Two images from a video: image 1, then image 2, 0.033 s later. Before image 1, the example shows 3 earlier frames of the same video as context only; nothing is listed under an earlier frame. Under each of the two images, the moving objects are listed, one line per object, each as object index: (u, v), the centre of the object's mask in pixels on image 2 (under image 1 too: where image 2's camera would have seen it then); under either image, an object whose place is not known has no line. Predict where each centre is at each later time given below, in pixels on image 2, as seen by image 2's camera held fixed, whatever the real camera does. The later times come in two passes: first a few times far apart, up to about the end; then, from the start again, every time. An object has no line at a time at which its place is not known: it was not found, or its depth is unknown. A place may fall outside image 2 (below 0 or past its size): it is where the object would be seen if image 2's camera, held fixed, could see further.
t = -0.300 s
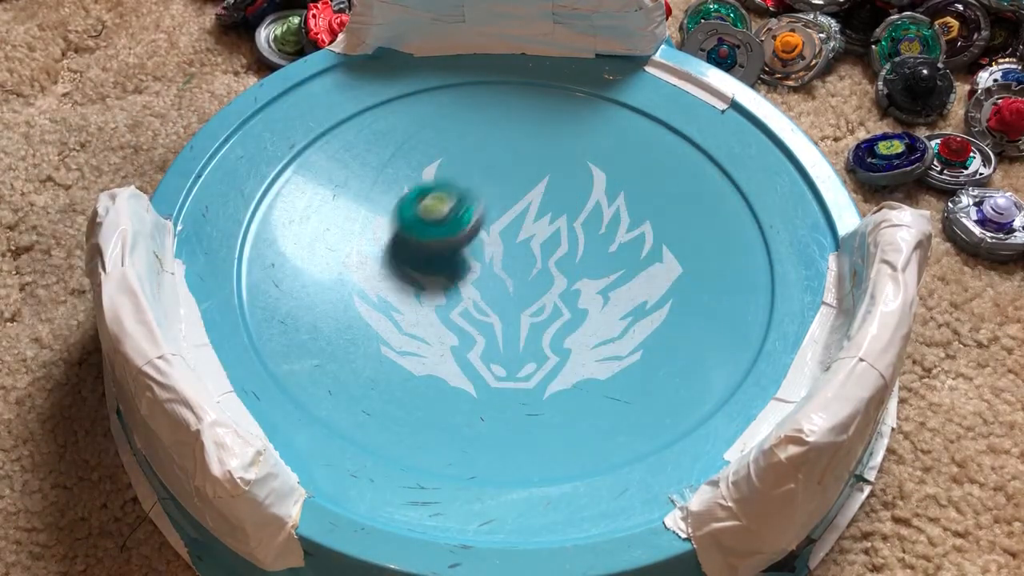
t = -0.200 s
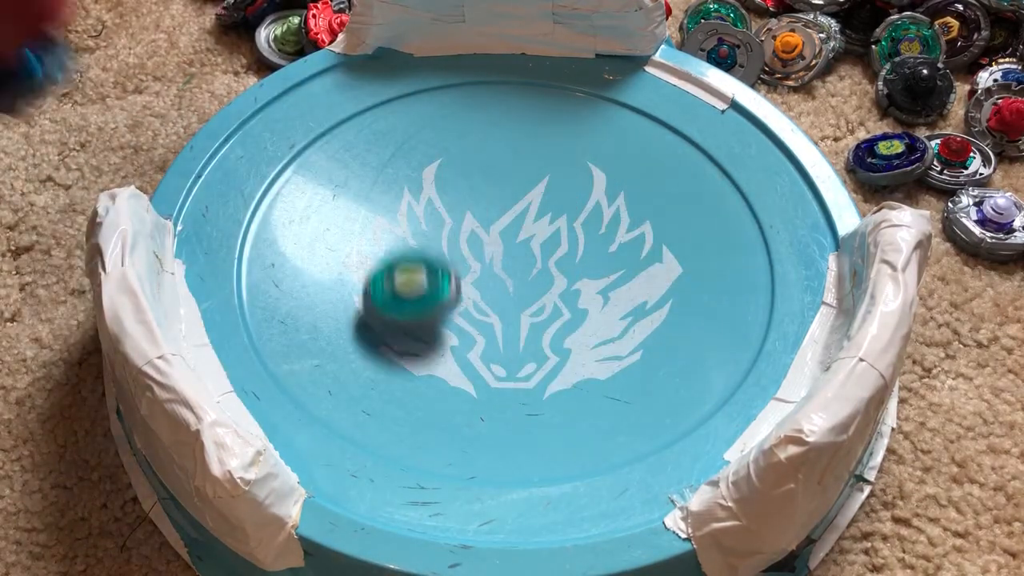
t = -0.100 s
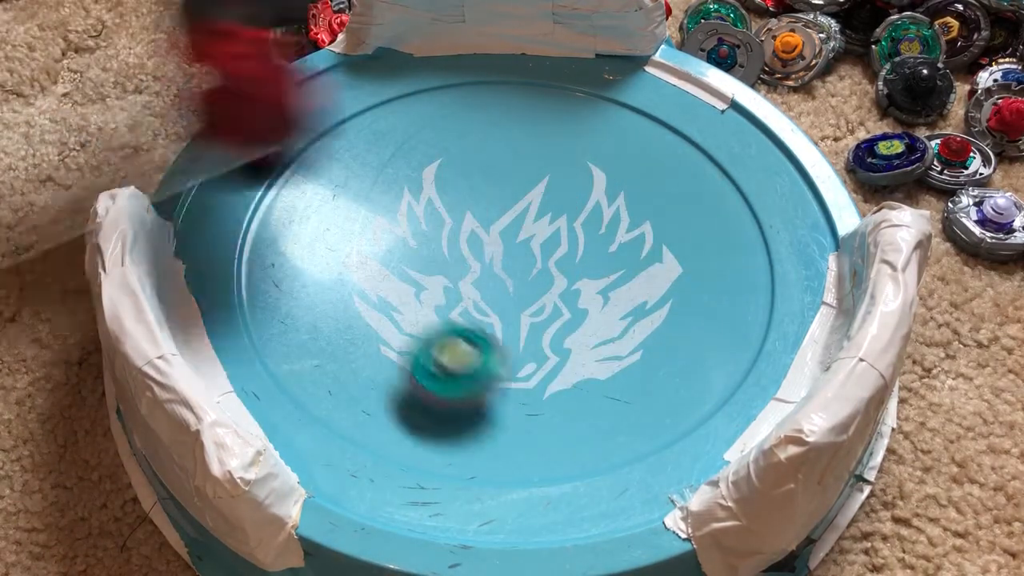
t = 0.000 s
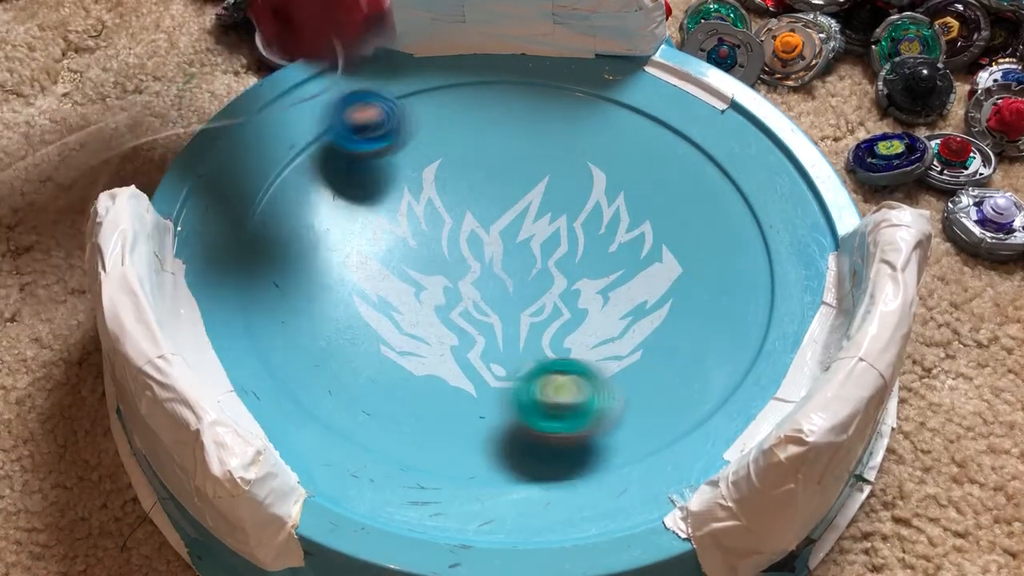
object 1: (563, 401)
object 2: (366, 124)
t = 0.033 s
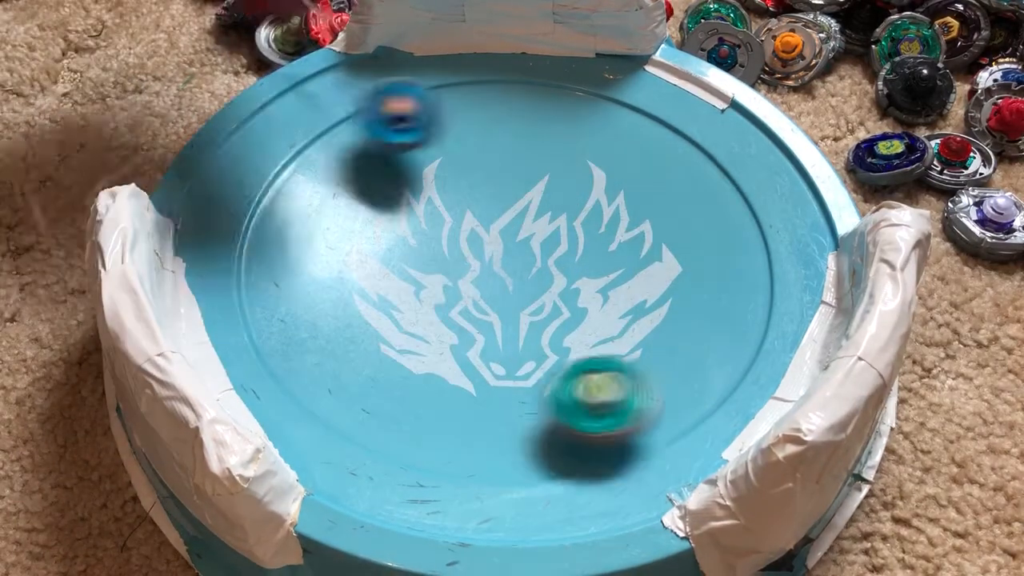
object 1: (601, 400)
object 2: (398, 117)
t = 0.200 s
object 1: (733, 328)
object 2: (540, 168)
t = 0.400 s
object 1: (682, 208)
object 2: (637, 150)
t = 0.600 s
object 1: (503, 183)
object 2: (553, 78)
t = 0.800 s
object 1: (361, 291)
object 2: (452, 227)
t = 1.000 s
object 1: (463, 426)
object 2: (661, 368)
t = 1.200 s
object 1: (645, 393)
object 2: (764, 176)
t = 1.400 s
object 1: (664, 248)
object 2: (584, 72)
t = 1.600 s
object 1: (480, 163)
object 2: (376, 261)
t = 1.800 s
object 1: (299, 236)
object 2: (572, 450)
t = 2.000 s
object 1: (325, 375)
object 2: (727, 264)
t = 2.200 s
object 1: (537, 393)
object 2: (482, 151)
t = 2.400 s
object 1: (633, 241)
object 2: (255, 297)
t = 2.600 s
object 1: (488, 125)
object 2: (460, 496)
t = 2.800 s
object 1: (312, 164)
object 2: (696, 362)
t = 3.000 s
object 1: (314, 299)
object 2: (536, 151)
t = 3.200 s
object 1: (541, 356)
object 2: (262, 165)
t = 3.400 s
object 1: (662, 210)
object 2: (308, 342)
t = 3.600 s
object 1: (544, 98)
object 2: (606, 314)
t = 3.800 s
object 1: (388, 134)
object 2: (592, 100)
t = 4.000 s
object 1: (377, 284)
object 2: (376, 75)
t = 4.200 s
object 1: (586, 347)
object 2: (341, 272)
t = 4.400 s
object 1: (715, 220)
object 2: (622, 348)
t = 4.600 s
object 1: (625, 128)
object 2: (732, 166)
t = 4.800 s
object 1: (468, 150)
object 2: (520, 92)
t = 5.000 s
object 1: (294, 382)
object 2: (430, 134)
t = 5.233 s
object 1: (594, 489)
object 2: (510, 335)
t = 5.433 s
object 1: (677, 379)
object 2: (753, 275)
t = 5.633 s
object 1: (637, 250)
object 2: (665, 135)
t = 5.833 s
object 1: (488, 259)
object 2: (450, 114)
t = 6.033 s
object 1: (405, 312)
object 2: (338, 249)
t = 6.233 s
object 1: (684, 424)
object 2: (280, 256)
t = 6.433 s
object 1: (720, 257)
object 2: (436, 358)
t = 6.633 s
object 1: (582, 147)
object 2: (616, 255)
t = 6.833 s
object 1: (409, 134)
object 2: (540, 117)
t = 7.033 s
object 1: (307, 219)
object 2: (382, 159)
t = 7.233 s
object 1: (347, 346)
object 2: (463, 283)
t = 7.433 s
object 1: (526, 372)
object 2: (644, 243)
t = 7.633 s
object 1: (632, 274)
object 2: (603, 132)
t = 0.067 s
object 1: (637, 392)
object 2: (433, 124)
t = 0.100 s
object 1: (670, 381)
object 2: (464, 133)
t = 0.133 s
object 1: (699, 366)
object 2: (490, 147)
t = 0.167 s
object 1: (718, 348)
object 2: (514, 164)
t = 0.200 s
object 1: (733, 328)
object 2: (540, 168)
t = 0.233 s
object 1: (740, 307)
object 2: (563, 173)
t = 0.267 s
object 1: (739, 284)
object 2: (585, 170)
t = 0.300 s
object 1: (733, 262)
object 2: (602, 171)
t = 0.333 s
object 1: (720, 242)
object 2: (619, 167)
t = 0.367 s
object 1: (701, 221)
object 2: (632, 163)
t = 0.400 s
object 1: (682, 208)
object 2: (637, 150)
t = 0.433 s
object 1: (661, 199)
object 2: (638, 130)
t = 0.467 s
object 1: (634, 191)
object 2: (636, 109)
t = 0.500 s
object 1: (607, 184)
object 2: (626, 89)
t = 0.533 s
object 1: (573, 179)
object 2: (602, 81)
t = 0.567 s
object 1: (538, 179)
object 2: (578, 79)
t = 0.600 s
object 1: (503, 183)
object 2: (553, 78)
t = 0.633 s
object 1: (470, 190)
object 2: (531, 84)
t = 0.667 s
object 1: (440, 204)
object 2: (507, 95)
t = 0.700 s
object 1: (414, 220)
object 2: (485, 120)
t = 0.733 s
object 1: (391, 239)
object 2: (468, 148)
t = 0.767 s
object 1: (373, 266)
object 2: (455, 184)
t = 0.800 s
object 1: (361, 291)
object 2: (452, 227)
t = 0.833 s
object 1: (357, 318)
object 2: (459, 263)
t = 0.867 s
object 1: (364, 345)
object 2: (480, 296)
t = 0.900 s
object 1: (378, 372)
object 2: (506, 330)
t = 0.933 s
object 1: (401, 395)
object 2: (549, 347)
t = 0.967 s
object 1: (431, 413)
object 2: (601, 363)
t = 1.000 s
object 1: (463, 426)
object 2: (661, 368)
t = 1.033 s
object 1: (497, 433)
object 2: (718, 365)
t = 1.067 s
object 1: (530, 435)
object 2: (765, 333)
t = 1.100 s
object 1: (563, 431)
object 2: (799, 296)
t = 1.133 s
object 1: (594, 422)
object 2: (784, 257)
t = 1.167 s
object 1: (621, 410)
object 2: (772, 212)
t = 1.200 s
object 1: (645, 393)
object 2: (764, 176)
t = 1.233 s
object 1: (665, 373)
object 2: (750, 143)
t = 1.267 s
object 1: (677, 351)
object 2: (730, 113)
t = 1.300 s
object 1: (684, 326)
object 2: (701, 87)
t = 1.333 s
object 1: (684, 300)
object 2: (664, 70)
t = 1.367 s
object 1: (678, 275)
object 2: (623, 63)
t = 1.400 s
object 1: (664, 248)
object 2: (584, 72)
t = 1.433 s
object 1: (642, 225)
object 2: (542, 88)
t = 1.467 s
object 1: (617, 205)
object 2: (500, 109)
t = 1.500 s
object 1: (585, 186)
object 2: (458, 139)
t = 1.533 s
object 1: (553, 176)
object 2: (423, 172)
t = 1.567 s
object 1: (517, 168)
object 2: (395, 214)
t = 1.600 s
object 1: (480, 163)
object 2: (376, 261)
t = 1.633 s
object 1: (445, 163)
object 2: (371, 308)
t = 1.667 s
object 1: (408, 168)
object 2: (381, 346)
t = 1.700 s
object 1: (377, 178)
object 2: (407, 390)
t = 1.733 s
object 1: (347, 192)
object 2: (445, 431)
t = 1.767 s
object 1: (321, 212)
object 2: (498, 456)
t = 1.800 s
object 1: (299, 236)
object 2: (572, 450)
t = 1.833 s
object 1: (285, 259)
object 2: (649, 452)
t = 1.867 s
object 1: (279, 285)
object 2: (689, 418)
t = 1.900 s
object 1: (280, 309)
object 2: (712, 374)
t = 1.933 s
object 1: (287, 333)
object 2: (727, 340)
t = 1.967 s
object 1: (303, 356)
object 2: (734, 302)
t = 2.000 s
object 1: (325, 375)
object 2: (727, 264)
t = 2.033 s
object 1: (353, 390)
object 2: (705, 230)
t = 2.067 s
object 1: (385, 402)
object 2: (678, 200)
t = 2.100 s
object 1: (420, 408)
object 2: (635, 179)
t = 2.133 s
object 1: (457, 408)
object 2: (586, 161)
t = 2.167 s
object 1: (498, 403)
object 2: (535, 153)
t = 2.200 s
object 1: (537, 393)
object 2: (482, 151)
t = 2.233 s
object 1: (572, 377)
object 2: (432, 157)
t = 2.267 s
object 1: (599, 355)
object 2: (385, 173)
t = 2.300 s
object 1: (620, 330)
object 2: (343, 193)
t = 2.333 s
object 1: (633, 302)
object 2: (302, 225)
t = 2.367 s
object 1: (638, 270)
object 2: (273, 261)
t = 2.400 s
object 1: (633, 241)
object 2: (255, 297)
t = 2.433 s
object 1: (622, 214)
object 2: (263, 328)
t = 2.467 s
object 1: (605, 187)
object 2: (290, 375)
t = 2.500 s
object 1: (584, 168)
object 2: (320, 415)
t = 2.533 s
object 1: (554, 148)
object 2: (360, 451)
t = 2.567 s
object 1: (522, 135)
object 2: (406, 478)
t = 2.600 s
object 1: (488, 125)
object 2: (460, 496)
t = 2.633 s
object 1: (455, 122)
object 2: (516, 502)
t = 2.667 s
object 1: (422, 121)
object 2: (570, 496)
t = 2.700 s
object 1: (389, 126)
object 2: (623, 479)
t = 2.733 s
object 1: (360, 135)
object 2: (664, 449)
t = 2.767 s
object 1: (333, 148)
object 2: (686, 406)
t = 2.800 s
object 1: (312, 164)
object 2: (696, 362)
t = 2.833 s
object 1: (297, 182)
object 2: (694, 318)
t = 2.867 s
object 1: (287, 204)
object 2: (680, 275)
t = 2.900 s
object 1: (284, 227)
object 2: (657, 237)
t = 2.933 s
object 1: (286, 251)
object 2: (623, 202)
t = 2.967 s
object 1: (295, 275)
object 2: (580, 175)
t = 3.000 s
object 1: (314, 299)
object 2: (536, 151)
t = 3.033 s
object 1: (339, 321)
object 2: (487, 132)
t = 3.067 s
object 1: (371, 341)
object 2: (438, 125)
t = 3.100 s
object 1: (409, 354)
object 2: (388, 122)
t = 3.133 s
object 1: (453, 363)
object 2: (336, 125)
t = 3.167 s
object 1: (498, 363)
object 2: (292, 135)
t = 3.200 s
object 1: (541, 356)
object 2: (262, 165)
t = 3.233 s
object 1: (578, 342)
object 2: (231, 191)
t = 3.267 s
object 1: (612, 320)
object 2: (213, 218)
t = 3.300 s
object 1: (637, 296)
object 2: (225, 252)
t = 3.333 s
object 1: (654, 269)
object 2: (243, 284)
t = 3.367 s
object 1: (663, 239)
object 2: (271, 318)
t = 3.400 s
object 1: (662, 210)
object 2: (308, 342)
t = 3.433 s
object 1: (654, 183)
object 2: (359, 363)
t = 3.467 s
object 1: (639, 161)
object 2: (412, 372)
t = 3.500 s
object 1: (619, 140)
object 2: (469, 371)
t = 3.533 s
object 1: (596, 121)
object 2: (519, 361)
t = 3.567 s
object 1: (570, 109)
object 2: (568, 338)
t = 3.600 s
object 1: (544, 98)
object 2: (606, 314)
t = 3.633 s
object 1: (516, 93)
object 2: (633, 274)
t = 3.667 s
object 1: (488, 94)
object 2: (646, 236)
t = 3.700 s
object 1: (461, 96)
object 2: (647, 198)
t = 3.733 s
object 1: (435, 104)
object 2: (636, 163)
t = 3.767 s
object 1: (410, 118)
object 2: (616, 129)
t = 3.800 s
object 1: (388, 134)
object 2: (592, 100)
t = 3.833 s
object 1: (372, 153)
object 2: (561, 78)
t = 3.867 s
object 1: (359, 174)
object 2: (525, 62)
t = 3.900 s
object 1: (351, 200)
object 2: (482, 57)
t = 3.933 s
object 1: (352, 227)
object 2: (441, 52)
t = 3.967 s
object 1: (361, 257)
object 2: (405, 55)
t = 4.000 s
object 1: (377, 284)
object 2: (376, 75)
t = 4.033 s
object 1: (399, 307)
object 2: (350, 98)
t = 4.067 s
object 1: (431, 329)
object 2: (325, 131)
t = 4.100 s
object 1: (464, 344)
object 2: (312, 163)
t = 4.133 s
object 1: (502, 354)
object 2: (312, 196)
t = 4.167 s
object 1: (544, 352)
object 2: (322, 234)
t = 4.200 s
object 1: (586, 347)
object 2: (341, 272)
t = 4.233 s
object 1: (626, 333)
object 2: (373, 304)
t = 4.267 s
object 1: (661, 314)
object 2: (411, 331)
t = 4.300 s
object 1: (687, 292)
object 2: (462, 351)
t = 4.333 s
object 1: (704, 268)
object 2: (515, 360)
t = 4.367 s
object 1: (713, 244)
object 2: (569, 359)
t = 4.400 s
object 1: (715, 220)
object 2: (622, 348)
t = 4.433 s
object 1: (711, 197)
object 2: (671, 328)
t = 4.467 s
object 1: (703, 176)
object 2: (710, 300)
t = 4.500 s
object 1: (689, 160)
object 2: (739, 270)
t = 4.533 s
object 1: (671, 146)
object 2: (756, 237)
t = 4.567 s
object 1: (650, 136)
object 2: (755, 200)
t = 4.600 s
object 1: (625, 128)
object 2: (732, 166)
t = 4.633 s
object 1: (601, 124)
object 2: (699, 138)
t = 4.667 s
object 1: (575, 122)
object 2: (664, 112)
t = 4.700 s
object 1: (550, 123)
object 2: (629, 93)
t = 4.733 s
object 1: (521, 129)
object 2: (593, 86)
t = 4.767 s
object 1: (492, 138)
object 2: (556, 86)
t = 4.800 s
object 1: (468, 150)
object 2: (520, 92)
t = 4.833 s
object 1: (444, 168)
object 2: (491, 102)
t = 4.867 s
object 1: (393, 219)
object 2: (484, 93)
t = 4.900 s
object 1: (354, 262)
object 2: (476, 91)
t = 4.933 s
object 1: (320, 305)
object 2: (463, 97)
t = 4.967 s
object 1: (299, 347)
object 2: (447, 113)
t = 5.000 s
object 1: (294, 382)
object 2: (430, 134)
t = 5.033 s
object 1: (310, 408)
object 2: (417, 164)
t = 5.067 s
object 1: (355, 436)
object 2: (411, 191)
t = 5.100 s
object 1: (407, 458)
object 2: (416, 230)
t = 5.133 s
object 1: (458, 471)
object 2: (428, 256)
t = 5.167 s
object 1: (506, 481)
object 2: (449, 285)
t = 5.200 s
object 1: (551, 488)
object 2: (479, 309)
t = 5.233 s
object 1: (594, 489)
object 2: (510, 335)
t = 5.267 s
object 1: (637, 486)
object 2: (550, 338)
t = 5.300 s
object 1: (666, 471)
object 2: (598, 340)
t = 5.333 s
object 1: (670, 445)
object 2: (646, 331)
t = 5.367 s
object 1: (671, 425)
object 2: (688, 317)
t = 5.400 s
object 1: (674, 403)
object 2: (723, 300)
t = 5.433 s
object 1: (677, 379)
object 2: (753, 275)
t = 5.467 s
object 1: (678, 353)
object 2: (768, 247)
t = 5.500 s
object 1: (677, 330)
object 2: (756, 215)
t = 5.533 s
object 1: (673, 308)
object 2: (739, 186)
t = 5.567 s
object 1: (666, 287)
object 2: (721, 163)
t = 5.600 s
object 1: (653, 267)
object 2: (696, 144)
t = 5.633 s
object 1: (637, 250)
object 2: (665, 135)
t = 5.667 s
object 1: (615, 235)
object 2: (630, 132)
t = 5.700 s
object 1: (590, 221)
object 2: (592, 135)
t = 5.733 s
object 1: (566, 212)
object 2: (558, 141)
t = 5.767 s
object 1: (542, 223)
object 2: (525, 124)
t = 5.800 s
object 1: (514, 248)
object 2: (487, 115)
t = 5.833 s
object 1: (488, 259)
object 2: (450, 114)
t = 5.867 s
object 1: (459, 275)
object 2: (418, 121)
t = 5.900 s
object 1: (436, 281)
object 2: (387, 135)
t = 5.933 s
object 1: (419, 287)
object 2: (365, 155)
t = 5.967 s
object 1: (408, 295)
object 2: (347, 183)
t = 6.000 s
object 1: (404, 304)
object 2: (337, 216)
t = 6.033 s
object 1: (405, 312)
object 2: (338, 249)
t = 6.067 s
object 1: (433, 342)
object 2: (323, 248)
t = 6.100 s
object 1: (485, 383)
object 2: (298, 237)
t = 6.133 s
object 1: (538, 414)
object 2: (285, 232)
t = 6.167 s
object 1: (596, 435)
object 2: (278, 233)
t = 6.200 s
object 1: (644, 429)
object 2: (277, 242)
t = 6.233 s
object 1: (684, 424)
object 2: (280, 256)
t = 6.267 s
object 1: (708, 395)
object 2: (287, 274)
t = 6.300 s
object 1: (725, 367)
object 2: (302, 296)
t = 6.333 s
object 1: (735, 336)
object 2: (325, 317)
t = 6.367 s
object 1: (737, 308)
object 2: (359, 335)
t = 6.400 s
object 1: (732, 282)
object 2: (393, 351)
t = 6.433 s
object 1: (720, 257)
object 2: (436, 358)
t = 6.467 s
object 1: (705, 233)
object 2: (479, 356)
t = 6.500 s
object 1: (686, 213)
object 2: (517, 349)
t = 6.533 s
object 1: (663, 193)
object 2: (552, 332)
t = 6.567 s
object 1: (641, 175)
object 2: (582, 309)
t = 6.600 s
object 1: (612, 160)
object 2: (603, 283)
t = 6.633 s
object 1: (582, 147)
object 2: (616, 255)
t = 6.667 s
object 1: (553, 138)
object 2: (620, 227)
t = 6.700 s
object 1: (523, 132)
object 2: (614, 201)
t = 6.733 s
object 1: (494, 128)
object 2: (604, 174)
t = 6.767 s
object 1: (464, 127)
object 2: (586, 151)
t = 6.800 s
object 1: (436, 128)
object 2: (564, 132)
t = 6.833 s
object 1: (409, 134)
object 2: (540, 117)
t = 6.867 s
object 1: (383, 142)
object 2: (511, 107)
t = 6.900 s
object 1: (360, 154)
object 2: (481, 105)
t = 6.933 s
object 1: (341, 167)
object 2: (451, 108)
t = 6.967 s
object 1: (325, 182)
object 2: (423, 120)
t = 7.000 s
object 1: (314, 200)
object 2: (400, 136)
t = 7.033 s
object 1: (307, 219)
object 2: (382, 159)
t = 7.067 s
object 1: (303, 240)
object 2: (372, 182)
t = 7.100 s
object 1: (306, 259)
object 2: (373, 206)
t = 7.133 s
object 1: (309, 283)
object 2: (384, 231)
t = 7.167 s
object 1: (313, 308)
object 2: (408, 252)
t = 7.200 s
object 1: (327, 329)
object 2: (434, 270)
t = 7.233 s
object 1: (347, 346)
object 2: (463, 283)
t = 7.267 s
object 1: (373, 358)
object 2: (497, 291)
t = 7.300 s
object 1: (400, 370)
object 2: (532, 293)
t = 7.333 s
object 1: (432, 378)
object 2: (565, 288)
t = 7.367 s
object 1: (464, 380)
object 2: (596, 279)
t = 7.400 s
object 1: (495, 378)
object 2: (624, 263)
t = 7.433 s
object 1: (526, 372)
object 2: (644, 243)
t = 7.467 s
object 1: (556, 362)
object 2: (655, 221)
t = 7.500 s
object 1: (578, 349)
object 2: (659, 198)
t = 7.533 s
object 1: (599, 332)
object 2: (653, 178)
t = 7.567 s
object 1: (614, 314)
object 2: (643, 160)
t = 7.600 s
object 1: (626, 294)
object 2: (624, 141)
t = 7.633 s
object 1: (632, 274)
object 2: (603, 132)
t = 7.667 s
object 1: (633, 256)
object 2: (577, 126)
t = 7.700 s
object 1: (628, 236)
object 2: (550, 128)
